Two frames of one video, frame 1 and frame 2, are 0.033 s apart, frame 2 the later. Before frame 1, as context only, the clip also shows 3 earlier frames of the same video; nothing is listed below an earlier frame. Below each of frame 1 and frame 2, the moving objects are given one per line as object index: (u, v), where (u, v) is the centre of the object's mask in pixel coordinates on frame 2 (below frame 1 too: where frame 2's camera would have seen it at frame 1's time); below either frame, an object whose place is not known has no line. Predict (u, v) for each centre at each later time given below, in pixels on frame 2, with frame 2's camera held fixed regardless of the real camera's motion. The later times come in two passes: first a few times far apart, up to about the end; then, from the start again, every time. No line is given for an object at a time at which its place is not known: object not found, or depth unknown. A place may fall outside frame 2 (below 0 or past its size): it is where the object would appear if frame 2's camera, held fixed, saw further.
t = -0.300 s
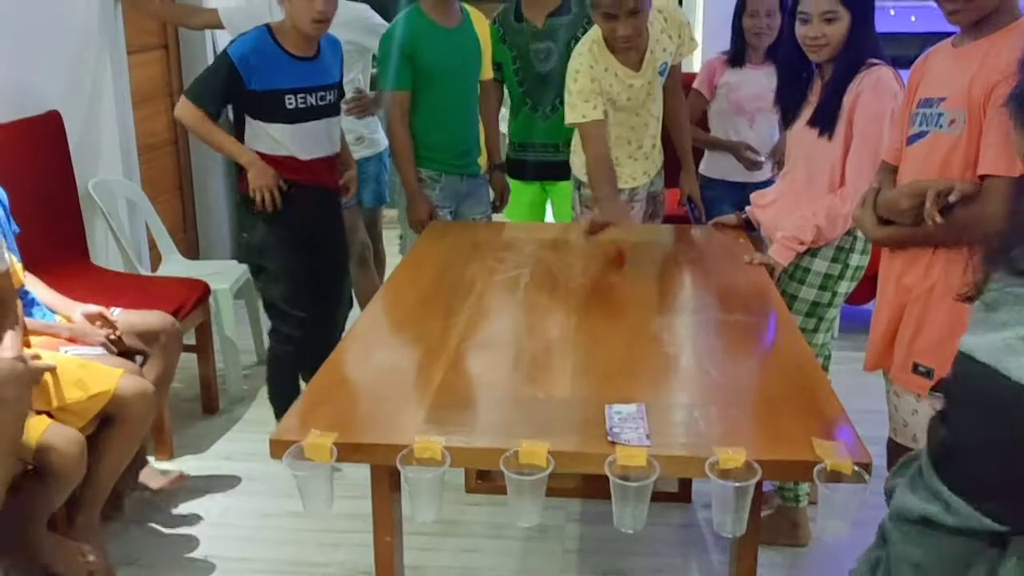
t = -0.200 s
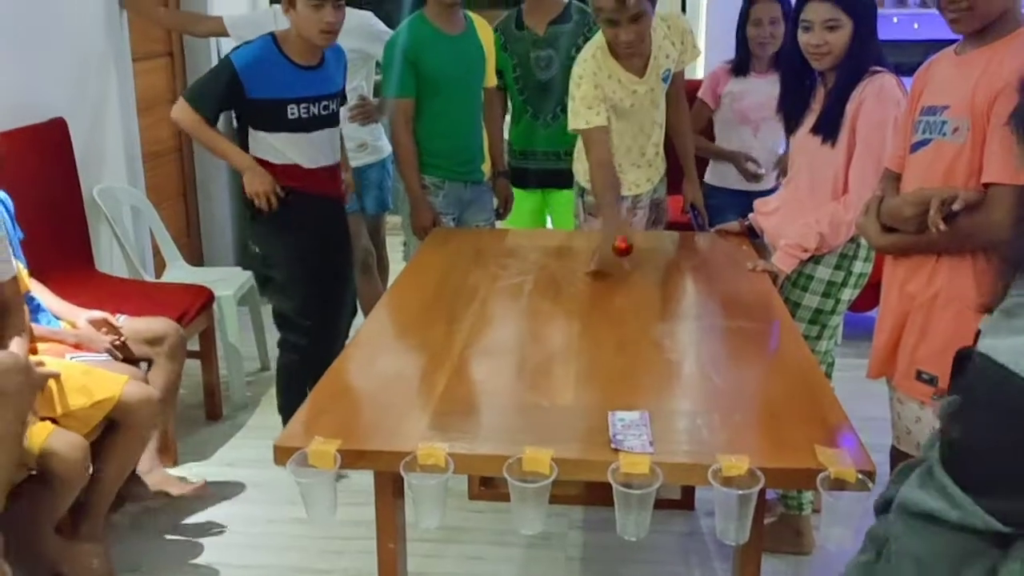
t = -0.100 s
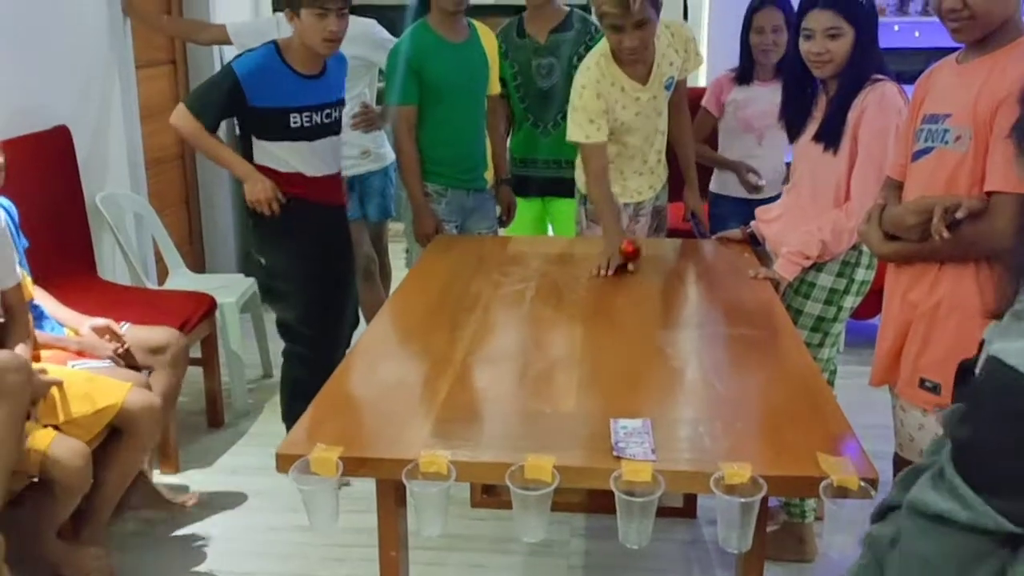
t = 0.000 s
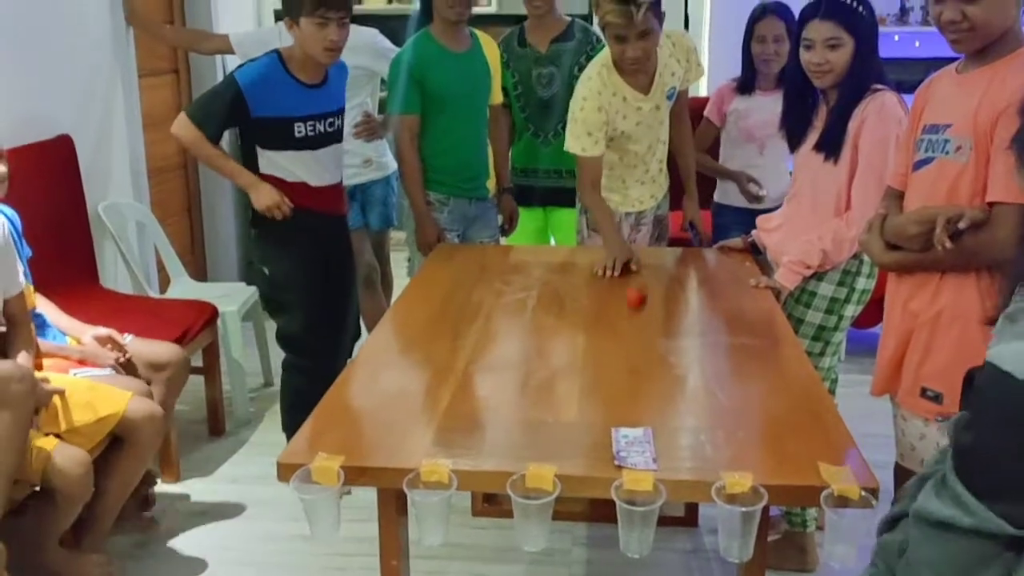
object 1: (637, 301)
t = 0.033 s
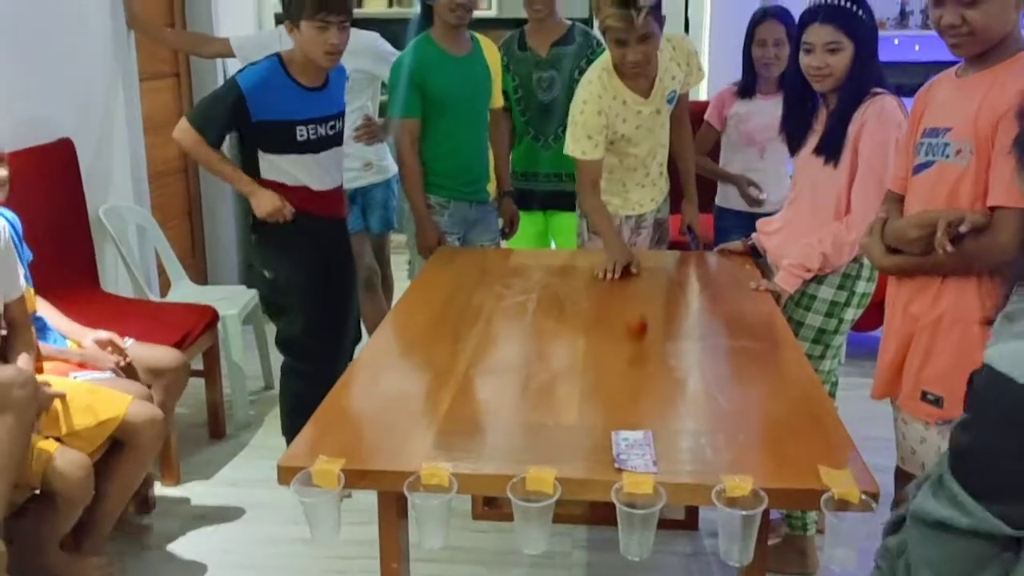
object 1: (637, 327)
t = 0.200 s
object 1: (649, 308)
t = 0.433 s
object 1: (666, 352)
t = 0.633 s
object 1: (677, 420)
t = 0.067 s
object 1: (639, 326)
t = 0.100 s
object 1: (642, 314)
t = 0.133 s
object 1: (645, 308)
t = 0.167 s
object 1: (648, 305)
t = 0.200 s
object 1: (649, 308)
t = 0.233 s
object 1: (653, 316)
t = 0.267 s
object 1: (656, 330)
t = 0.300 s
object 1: (658, 351)
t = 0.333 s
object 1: (661, 377)
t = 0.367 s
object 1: (662, 367)
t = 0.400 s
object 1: (664, 357)
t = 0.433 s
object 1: (666, 352)
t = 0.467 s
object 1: (668, 354)
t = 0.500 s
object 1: (670, 361)
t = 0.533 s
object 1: (671, 375)
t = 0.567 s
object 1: (673, 394)
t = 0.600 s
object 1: (674, 420)
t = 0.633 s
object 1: (677, 420)
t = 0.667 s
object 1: (680, 412)
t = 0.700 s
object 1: (683, 410)
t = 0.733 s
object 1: (685, 413)
